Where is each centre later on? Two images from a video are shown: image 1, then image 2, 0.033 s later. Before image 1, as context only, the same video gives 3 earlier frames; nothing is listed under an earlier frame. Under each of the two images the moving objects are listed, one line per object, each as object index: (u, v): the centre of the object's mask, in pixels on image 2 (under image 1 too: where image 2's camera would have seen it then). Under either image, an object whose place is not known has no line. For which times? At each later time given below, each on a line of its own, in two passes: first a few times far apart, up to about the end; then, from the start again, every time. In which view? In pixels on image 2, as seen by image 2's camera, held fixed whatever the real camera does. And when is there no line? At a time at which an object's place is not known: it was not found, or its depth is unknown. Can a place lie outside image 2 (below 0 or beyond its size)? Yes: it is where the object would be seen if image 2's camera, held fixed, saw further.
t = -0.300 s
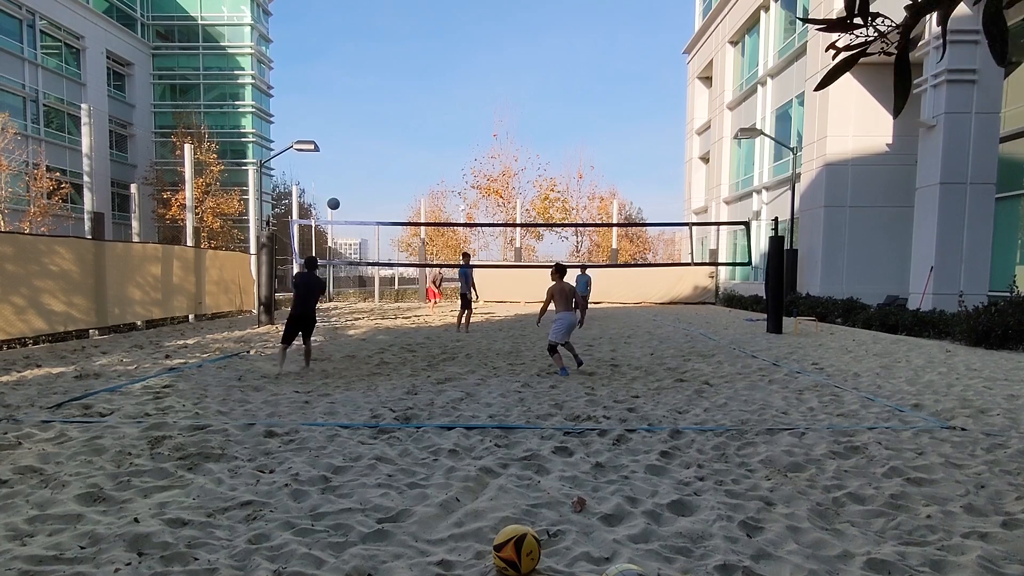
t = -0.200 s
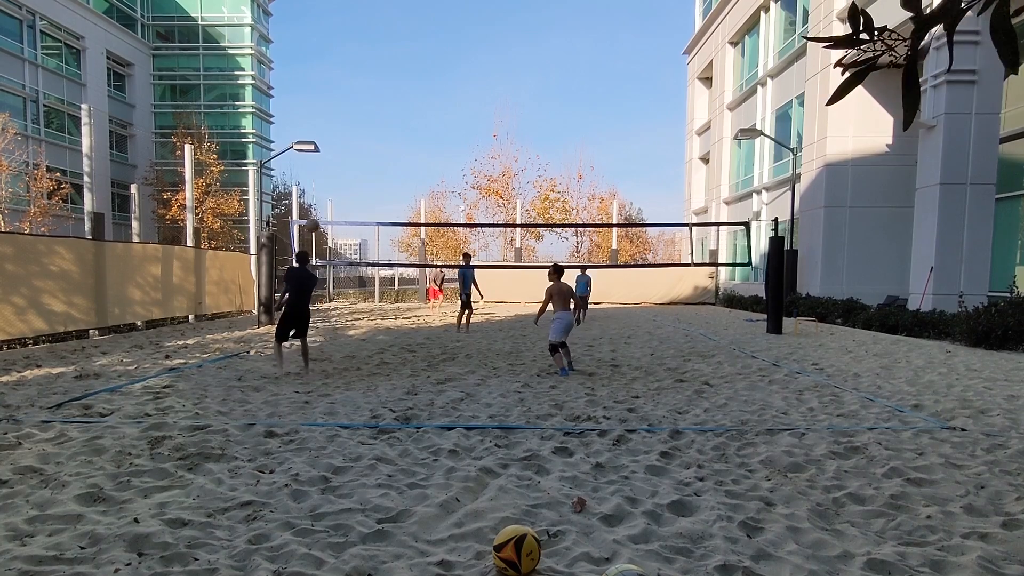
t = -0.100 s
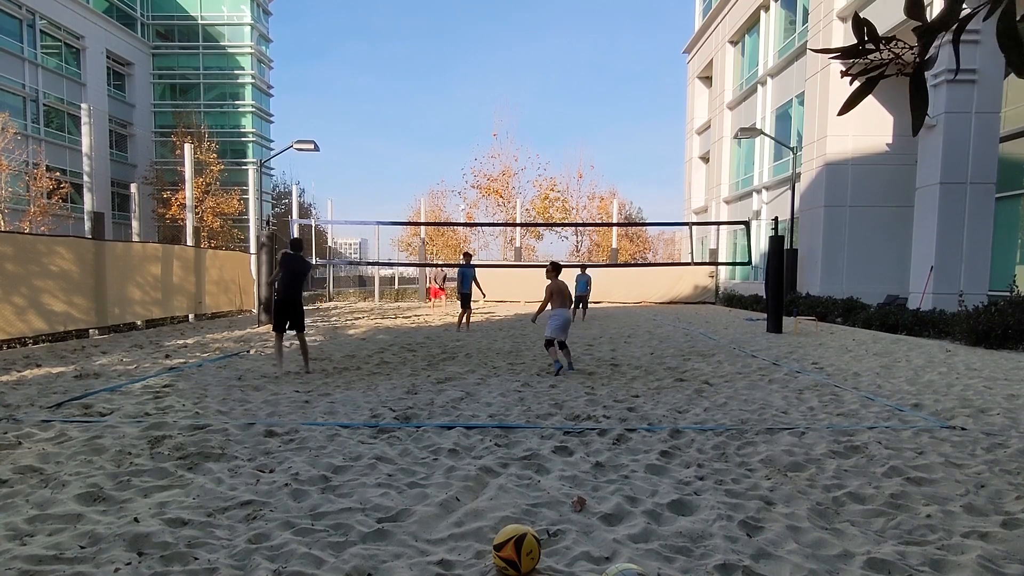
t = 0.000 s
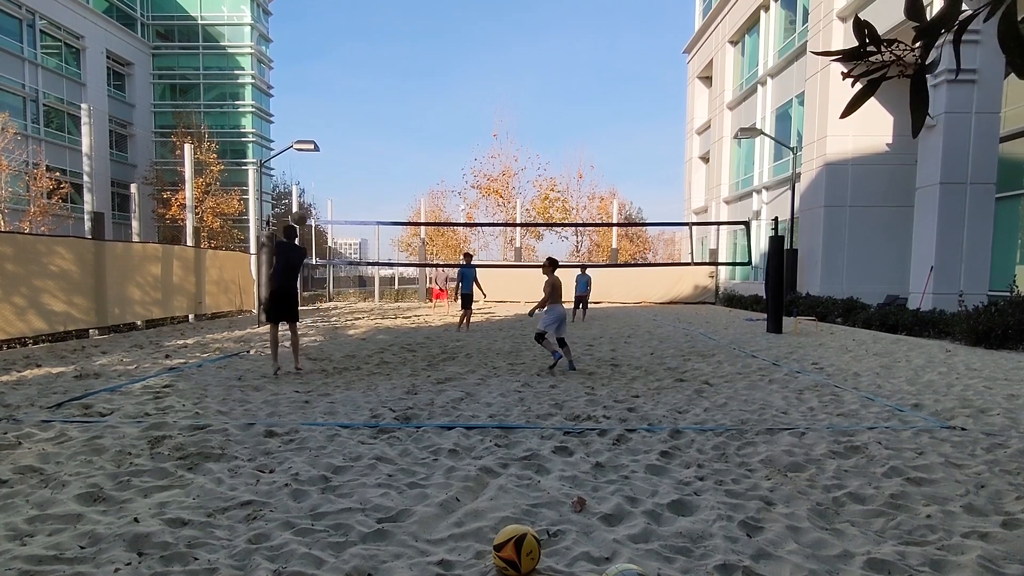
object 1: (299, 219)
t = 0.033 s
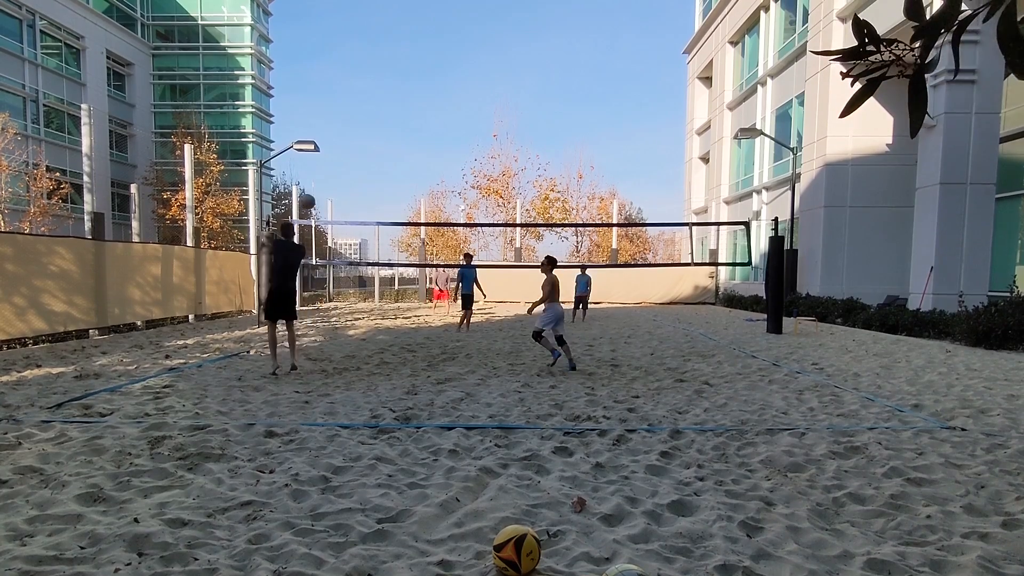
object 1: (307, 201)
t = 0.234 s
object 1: (351, 120)
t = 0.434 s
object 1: (393, 71)
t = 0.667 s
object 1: (437, 50)
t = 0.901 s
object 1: (478, 62)
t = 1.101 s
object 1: (509, 96)
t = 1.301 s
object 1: (537, 150)
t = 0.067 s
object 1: (315, 185)
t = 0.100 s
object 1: (322, 170)
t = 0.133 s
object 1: (330, 156)
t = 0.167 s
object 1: (337, 143)
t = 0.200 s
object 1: (344, 131)
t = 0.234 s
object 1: (351, 120)
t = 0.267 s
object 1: (358, 109)
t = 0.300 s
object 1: (365, 100)
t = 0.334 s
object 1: (372, 91)
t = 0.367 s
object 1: (379, 84)
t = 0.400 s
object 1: (386, 77)
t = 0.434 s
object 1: (393, 71)
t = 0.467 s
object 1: (399, 66)
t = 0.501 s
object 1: (406, 61)
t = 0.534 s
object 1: (412, 58)
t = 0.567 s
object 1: (419, 54)
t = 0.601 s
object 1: (425, 52)
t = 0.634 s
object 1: (431, 50)
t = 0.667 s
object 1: (437, 50)
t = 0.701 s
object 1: (443, 49)
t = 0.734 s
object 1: (449, 50)
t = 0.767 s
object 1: (455, 51)
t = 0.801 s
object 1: (461, 53)
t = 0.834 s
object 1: (466, 55)
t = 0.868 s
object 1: (472, 58)
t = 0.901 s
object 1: (478, 62)
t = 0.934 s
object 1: (483, 66)
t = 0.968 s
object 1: (488, 71)
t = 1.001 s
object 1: (493, 77)
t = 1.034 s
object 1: (499, 83)
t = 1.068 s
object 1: (504, 89)
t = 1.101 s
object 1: (509, 96)
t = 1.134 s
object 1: (514, 104)
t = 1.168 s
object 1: (518, 112)
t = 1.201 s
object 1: (523, 121)
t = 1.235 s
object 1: (528, 130)
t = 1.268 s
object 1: (532, 140)
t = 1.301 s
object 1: (537, 150)
